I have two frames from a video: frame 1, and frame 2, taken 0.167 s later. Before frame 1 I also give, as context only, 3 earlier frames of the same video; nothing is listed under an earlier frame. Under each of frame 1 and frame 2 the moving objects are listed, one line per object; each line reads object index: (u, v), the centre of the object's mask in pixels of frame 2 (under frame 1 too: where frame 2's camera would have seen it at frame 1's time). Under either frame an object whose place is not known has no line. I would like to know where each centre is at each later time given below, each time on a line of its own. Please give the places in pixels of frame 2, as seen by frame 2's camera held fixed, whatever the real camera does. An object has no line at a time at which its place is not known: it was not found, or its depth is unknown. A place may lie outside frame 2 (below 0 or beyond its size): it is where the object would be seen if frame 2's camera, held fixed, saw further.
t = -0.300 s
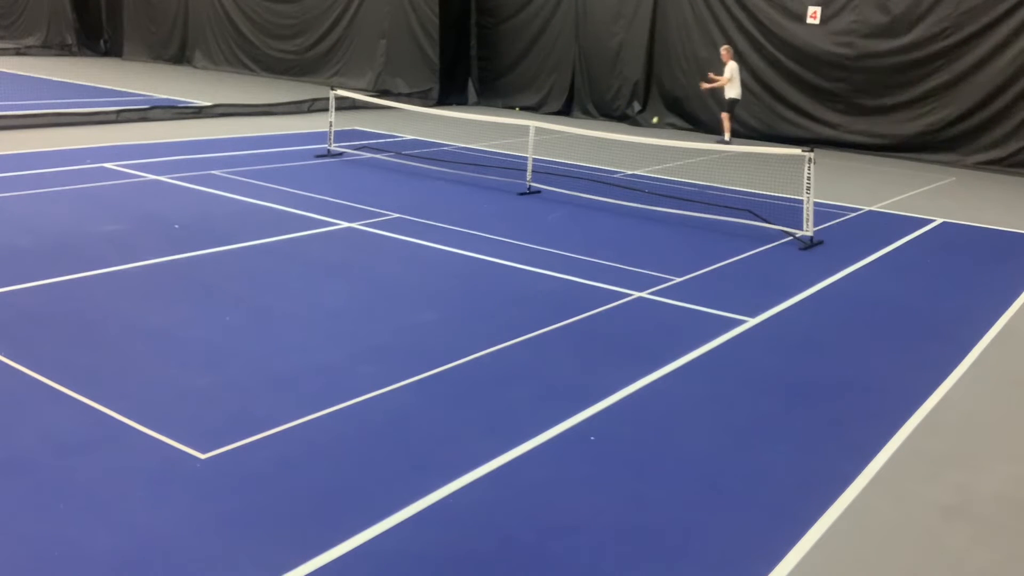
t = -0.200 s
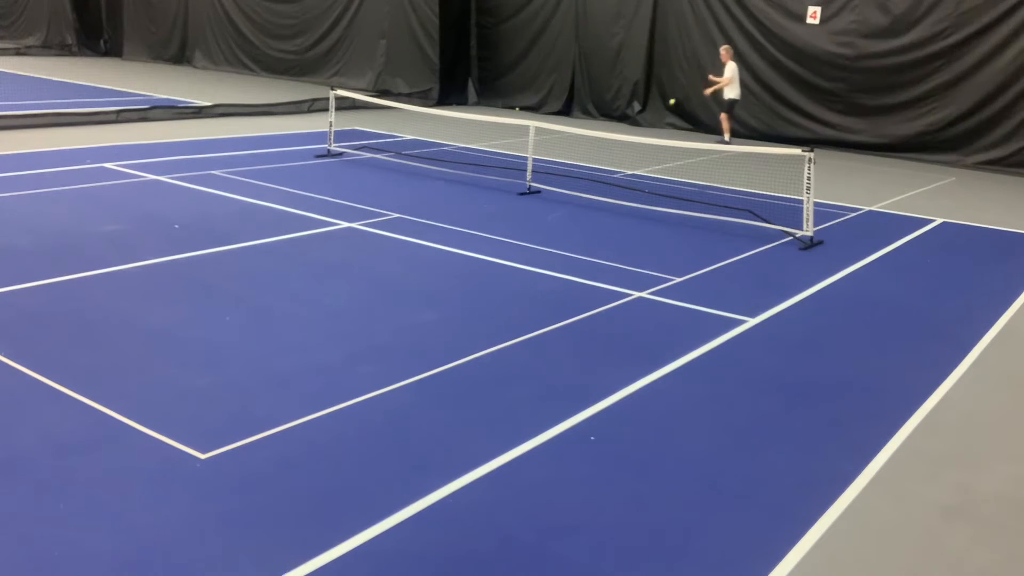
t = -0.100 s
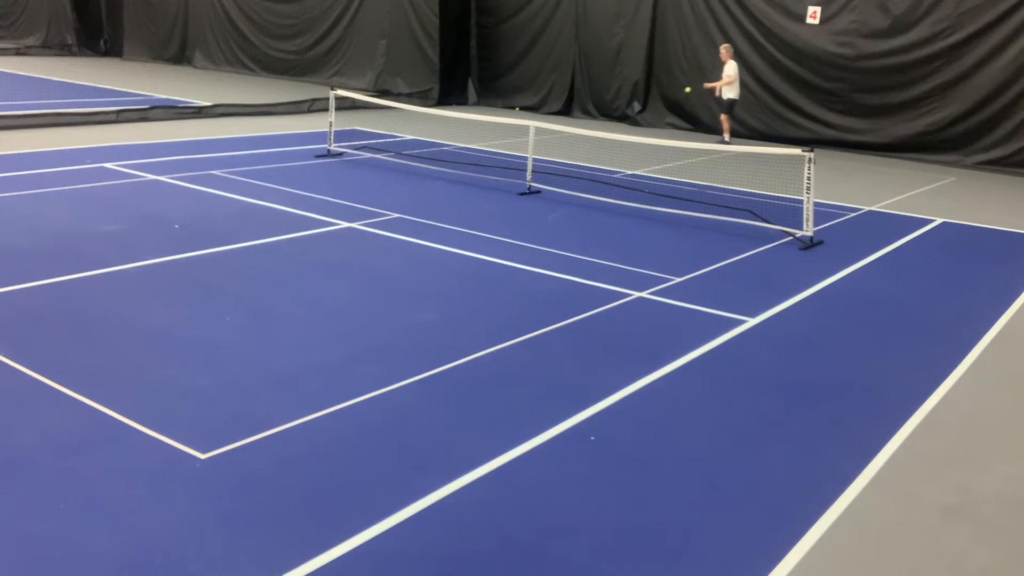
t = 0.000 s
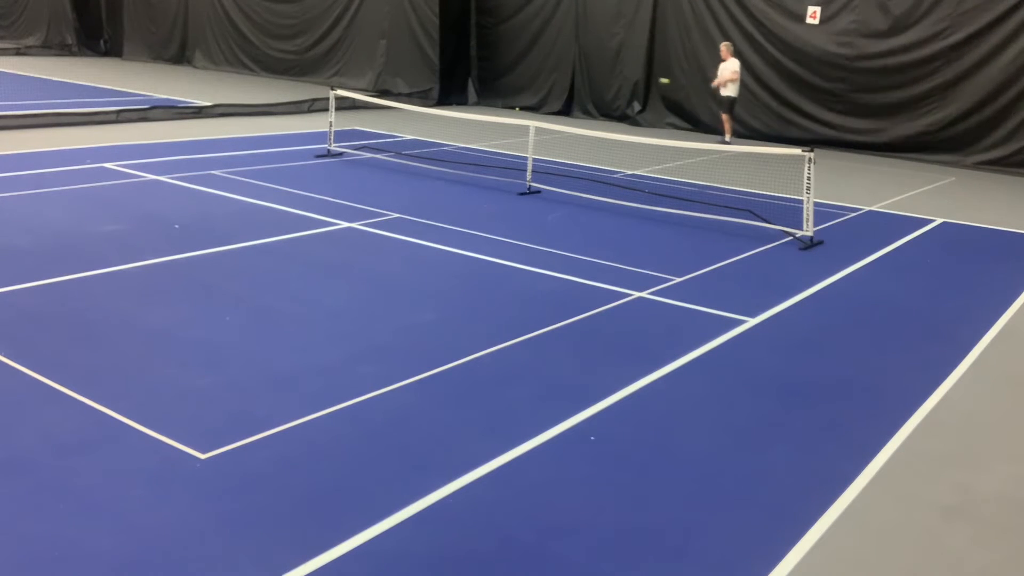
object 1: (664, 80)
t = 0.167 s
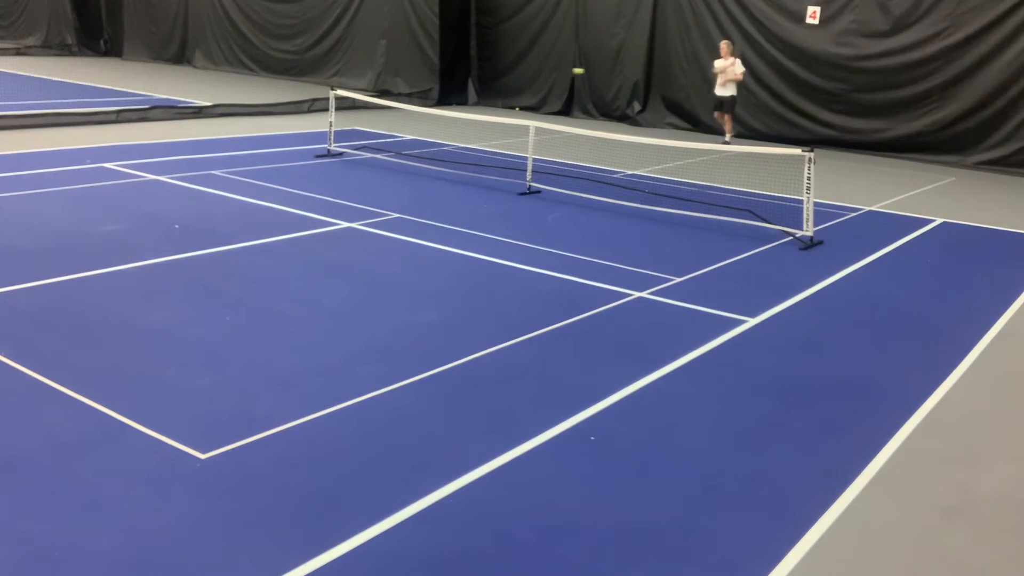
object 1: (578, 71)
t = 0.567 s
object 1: (293, 113)
